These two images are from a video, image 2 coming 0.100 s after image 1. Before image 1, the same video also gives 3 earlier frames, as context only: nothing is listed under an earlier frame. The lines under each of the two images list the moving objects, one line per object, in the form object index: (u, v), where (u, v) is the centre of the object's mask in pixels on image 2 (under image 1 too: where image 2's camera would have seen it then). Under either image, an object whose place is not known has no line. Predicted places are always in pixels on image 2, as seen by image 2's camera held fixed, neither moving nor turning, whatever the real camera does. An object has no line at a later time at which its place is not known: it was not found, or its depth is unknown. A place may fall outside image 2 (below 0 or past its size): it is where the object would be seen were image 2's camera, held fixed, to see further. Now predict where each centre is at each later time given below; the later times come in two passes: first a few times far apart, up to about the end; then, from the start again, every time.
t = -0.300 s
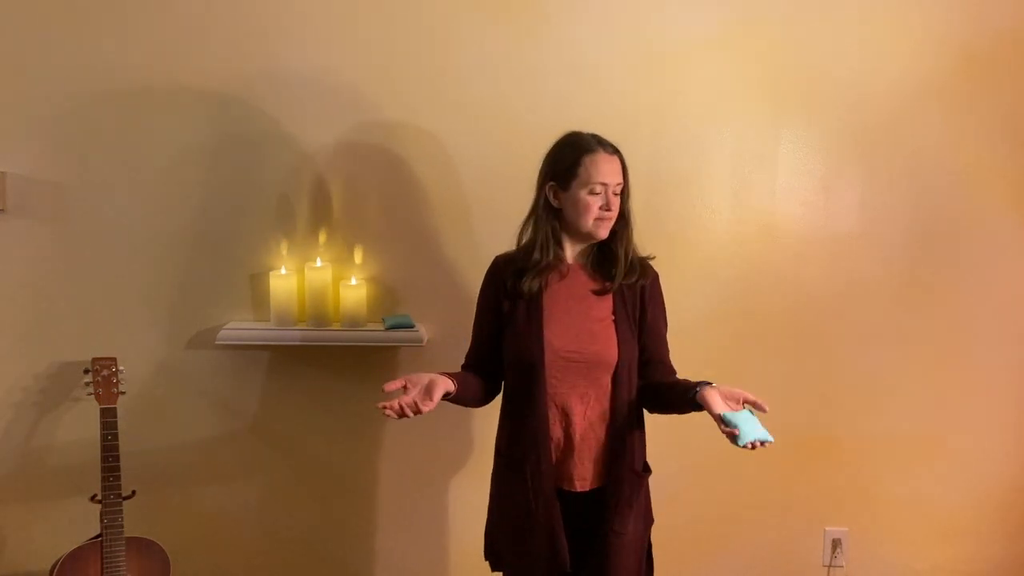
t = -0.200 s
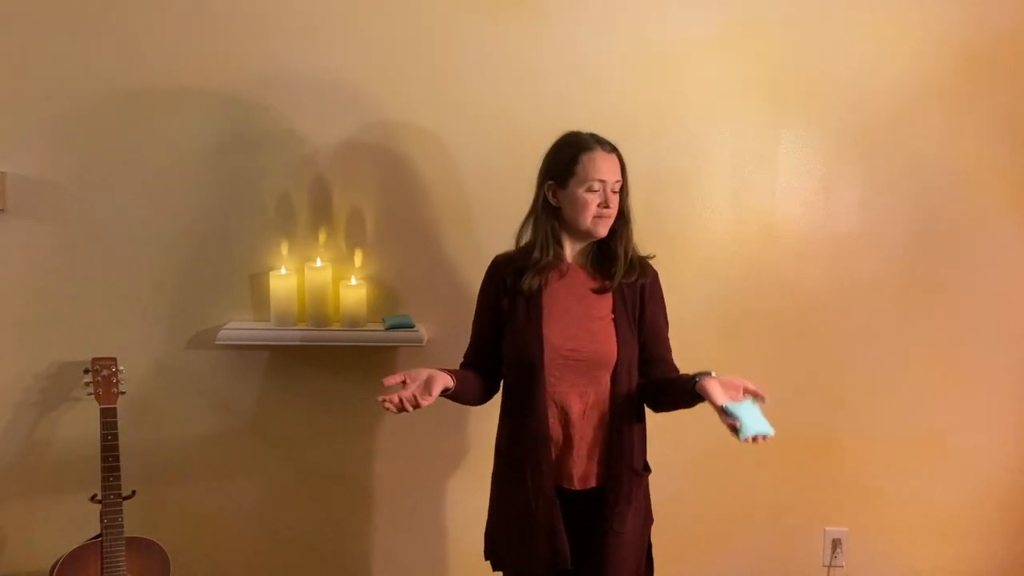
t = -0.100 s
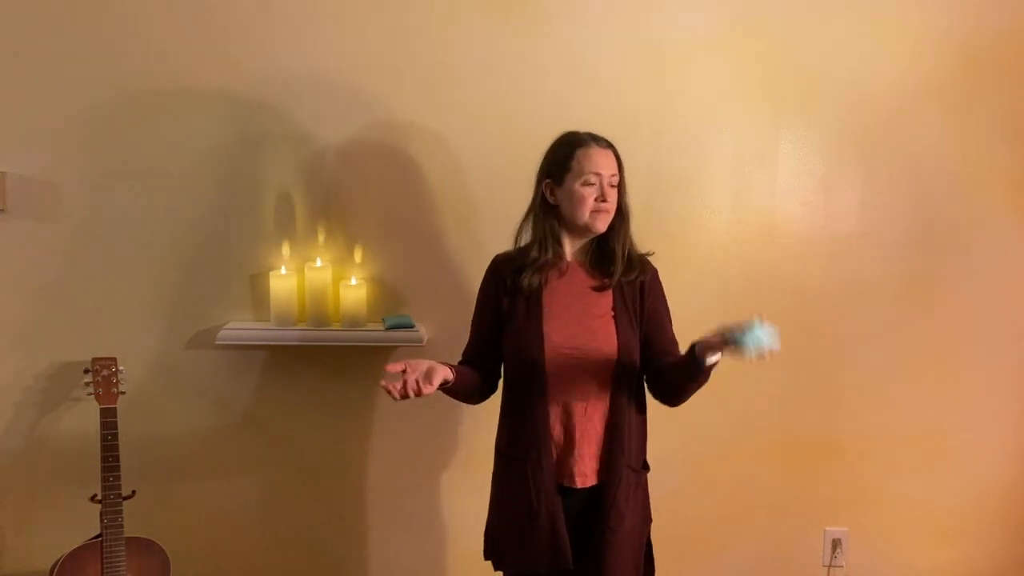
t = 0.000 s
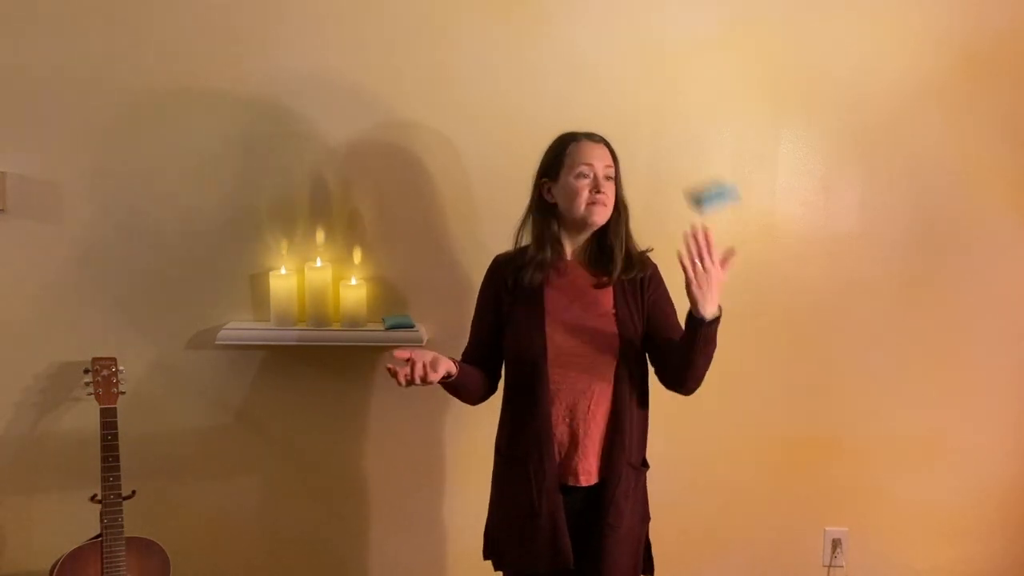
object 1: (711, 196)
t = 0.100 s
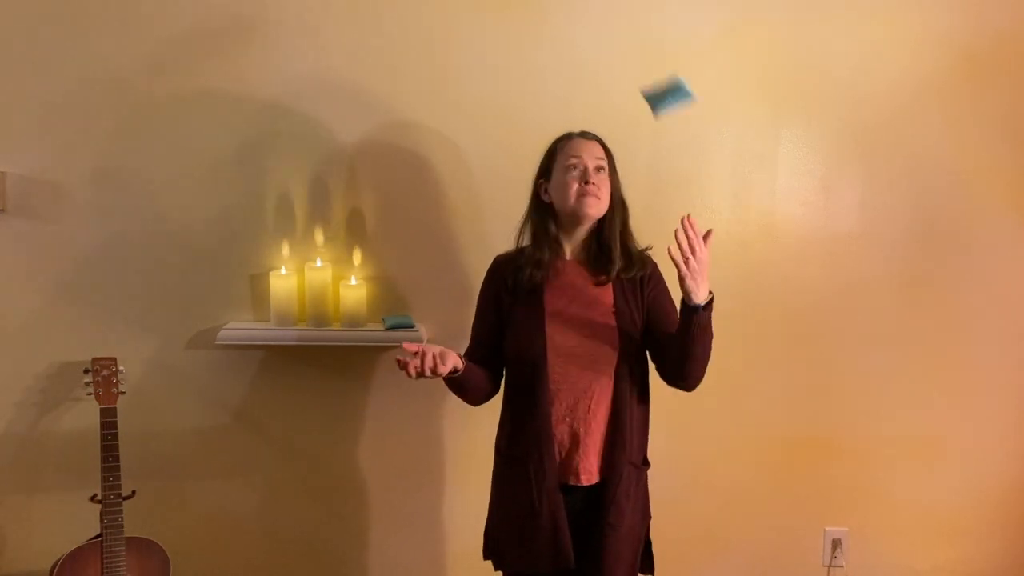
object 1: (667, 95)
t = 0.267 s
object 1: (591, 44)
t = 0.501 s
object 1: (478, 234)
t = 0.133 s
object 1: (652, 73)
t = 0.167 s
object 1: (637, 57)
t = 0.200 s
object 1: (622, 47)
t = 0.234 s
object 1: (607, 43)
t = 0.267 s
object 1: (591, 44)
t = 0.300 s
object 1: (574, 52)
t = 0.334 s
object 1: (557, 67)
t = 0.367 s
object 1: (541, 88)
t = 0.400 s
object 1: (525, 115)
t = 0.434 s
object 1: (509, 148)
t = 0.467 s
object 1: (493, 189)
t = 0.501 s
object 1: (478, 234)
